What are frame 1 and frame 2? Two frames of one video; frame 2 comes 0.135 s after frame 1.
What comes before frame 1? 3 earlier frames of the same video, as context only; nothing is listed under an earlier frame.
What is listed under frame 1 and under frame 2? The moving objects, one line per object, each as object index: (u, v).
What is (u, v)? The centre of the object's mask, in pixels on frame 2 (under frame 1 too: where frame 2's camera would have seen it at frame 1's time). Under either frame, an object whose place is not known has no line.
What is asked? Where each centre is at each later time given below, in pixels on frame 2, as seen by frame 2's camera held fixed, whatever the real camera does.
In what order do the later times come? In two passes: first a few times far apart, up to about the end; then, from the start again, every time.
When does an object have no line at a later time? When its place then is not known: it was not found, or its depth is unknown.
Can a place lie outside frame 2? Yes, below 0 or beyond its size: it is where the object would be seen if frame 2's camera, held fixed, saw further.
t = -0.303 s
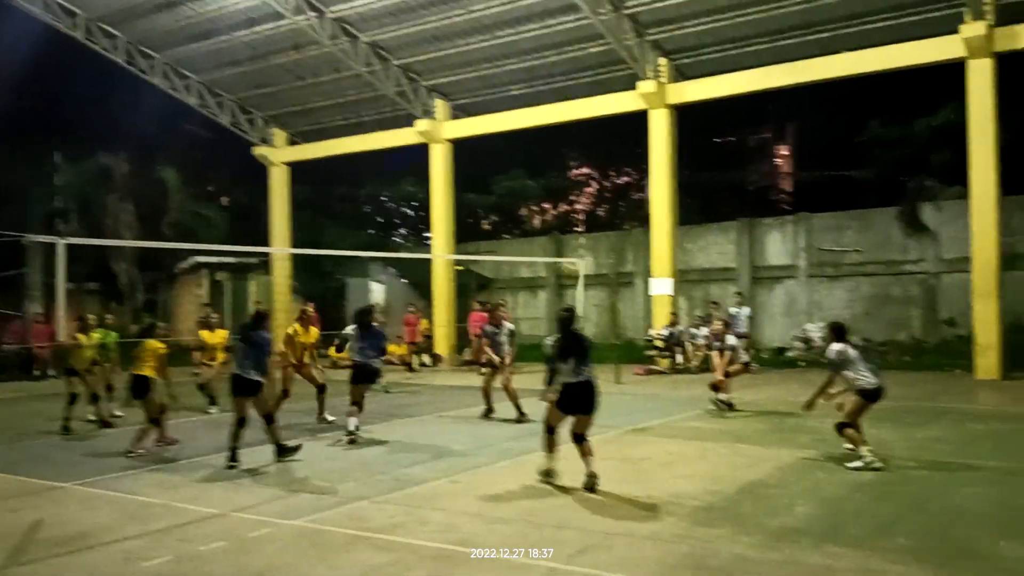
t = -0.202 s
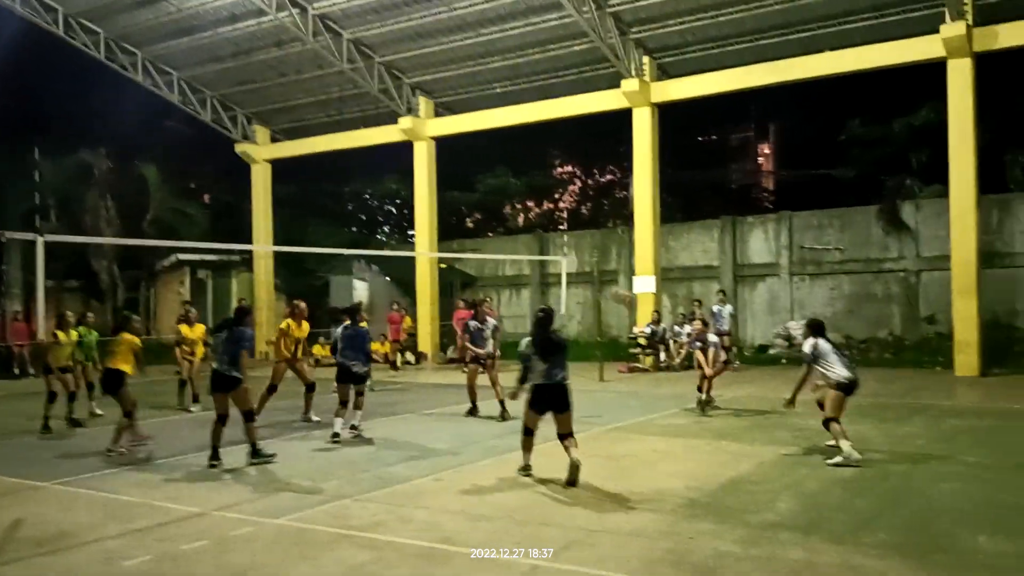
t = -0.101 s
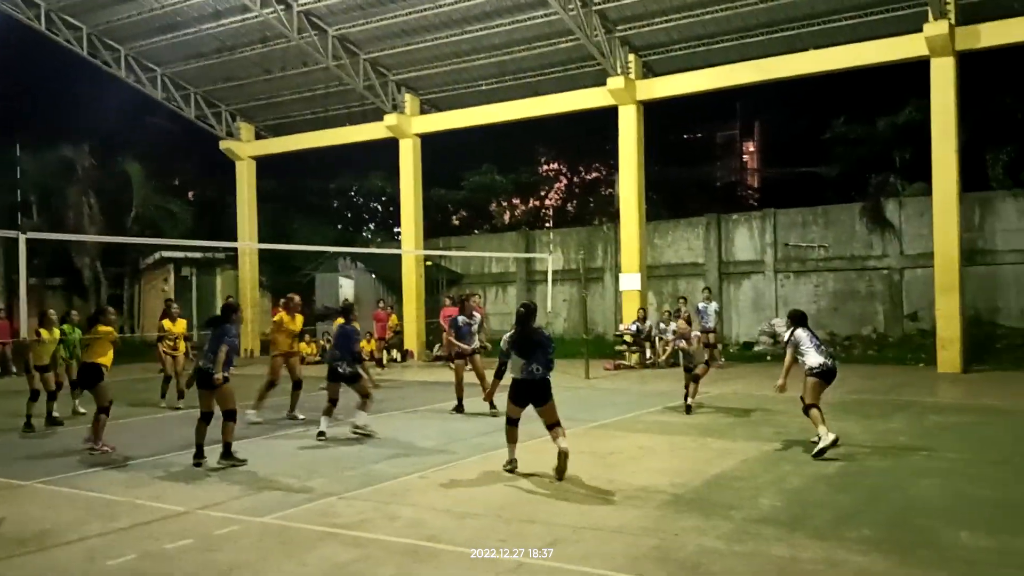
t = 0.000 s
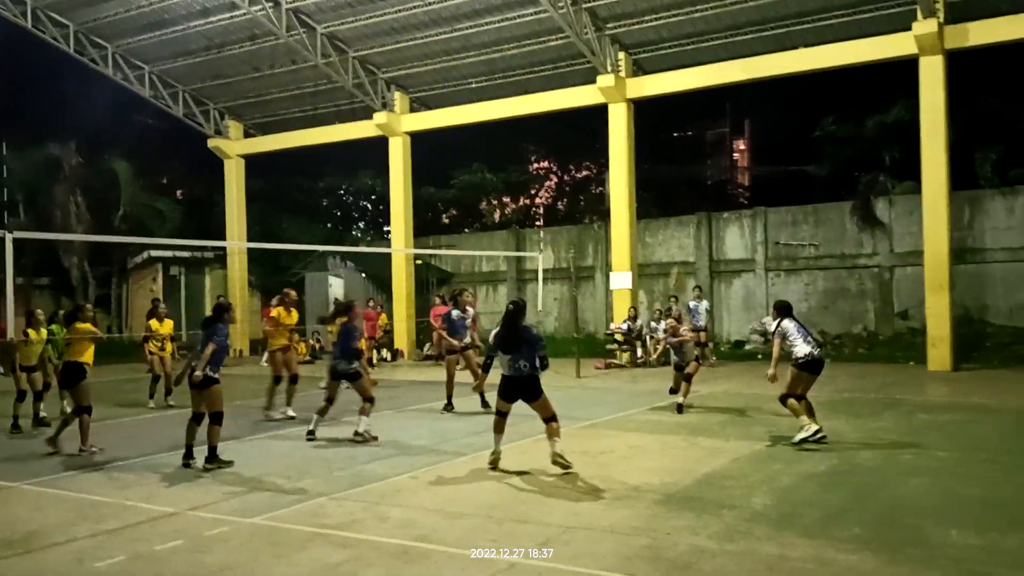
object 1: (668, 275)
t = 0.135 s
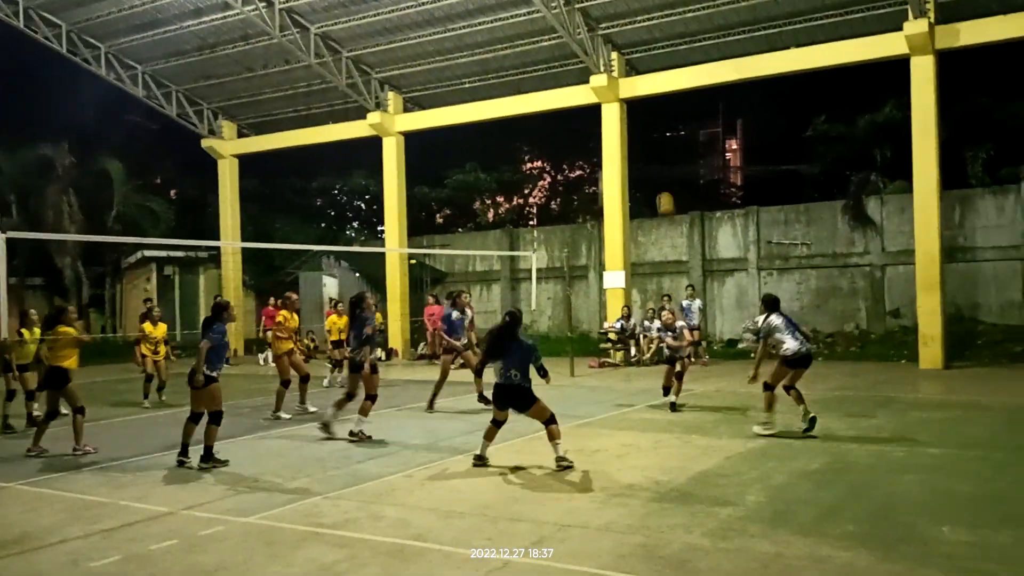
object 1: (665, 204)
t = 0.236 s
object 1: (663, 159)
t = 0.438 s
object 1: (659, 93)
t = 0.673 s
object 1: (655, 49)
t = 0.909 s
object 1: (654, 52)
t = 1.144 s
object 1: (652, 105)
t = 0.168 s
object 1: (665, 191)
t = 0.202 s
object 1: (664, 174)
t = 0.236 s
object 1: (663, 159)
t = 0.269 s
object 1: (662, 146)
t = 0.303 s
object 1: (661, 134)
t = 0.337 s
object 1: (661, 122)
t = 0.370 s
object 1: (660, 111)
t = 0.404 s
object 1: (659, 101)
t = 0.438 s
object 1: (659, 93)
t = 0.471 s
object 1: (659, 84)
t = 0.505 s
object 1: (658, 73)
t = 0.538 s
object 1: (657, 67)
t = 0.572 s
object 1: (657, 62)
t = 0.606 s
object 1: (656, 57)
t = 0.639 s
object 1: (656, 52)
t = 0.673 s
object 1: (655, 49)
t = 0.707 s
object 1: (655, 47)
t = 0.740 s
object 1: (655, 46)
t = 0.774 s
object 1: (655, 47)
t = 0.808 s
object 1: (655, 47)
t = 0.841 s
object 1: (655, 48)
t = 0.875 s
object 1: (654, 50)
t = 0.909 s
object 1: (654, 52)
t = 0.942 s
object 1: (654, 57)
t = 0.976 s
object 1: (652, 61)
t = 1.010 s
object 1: (653, 69)
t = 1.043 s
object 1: (653, 76)
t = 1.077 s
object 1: (653, 86)
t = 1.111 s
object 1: (653, 97)
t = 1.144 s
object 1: (652, 105)
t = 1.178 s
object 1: (652, 116)
